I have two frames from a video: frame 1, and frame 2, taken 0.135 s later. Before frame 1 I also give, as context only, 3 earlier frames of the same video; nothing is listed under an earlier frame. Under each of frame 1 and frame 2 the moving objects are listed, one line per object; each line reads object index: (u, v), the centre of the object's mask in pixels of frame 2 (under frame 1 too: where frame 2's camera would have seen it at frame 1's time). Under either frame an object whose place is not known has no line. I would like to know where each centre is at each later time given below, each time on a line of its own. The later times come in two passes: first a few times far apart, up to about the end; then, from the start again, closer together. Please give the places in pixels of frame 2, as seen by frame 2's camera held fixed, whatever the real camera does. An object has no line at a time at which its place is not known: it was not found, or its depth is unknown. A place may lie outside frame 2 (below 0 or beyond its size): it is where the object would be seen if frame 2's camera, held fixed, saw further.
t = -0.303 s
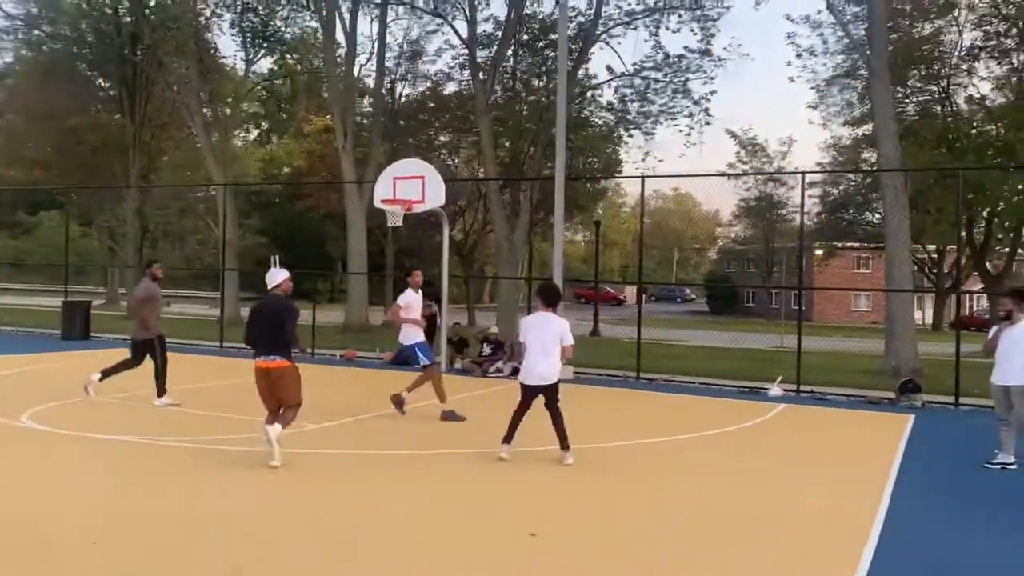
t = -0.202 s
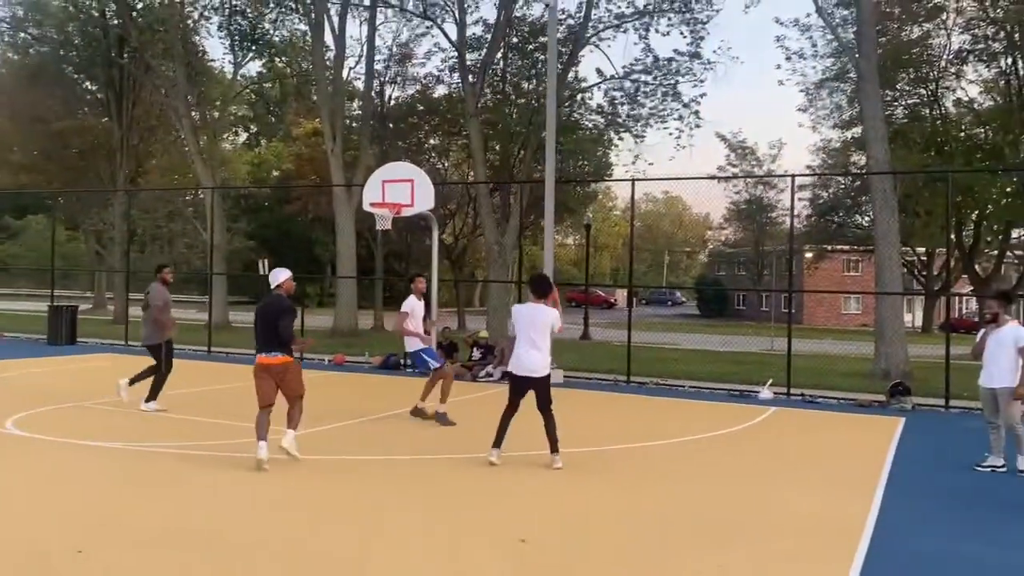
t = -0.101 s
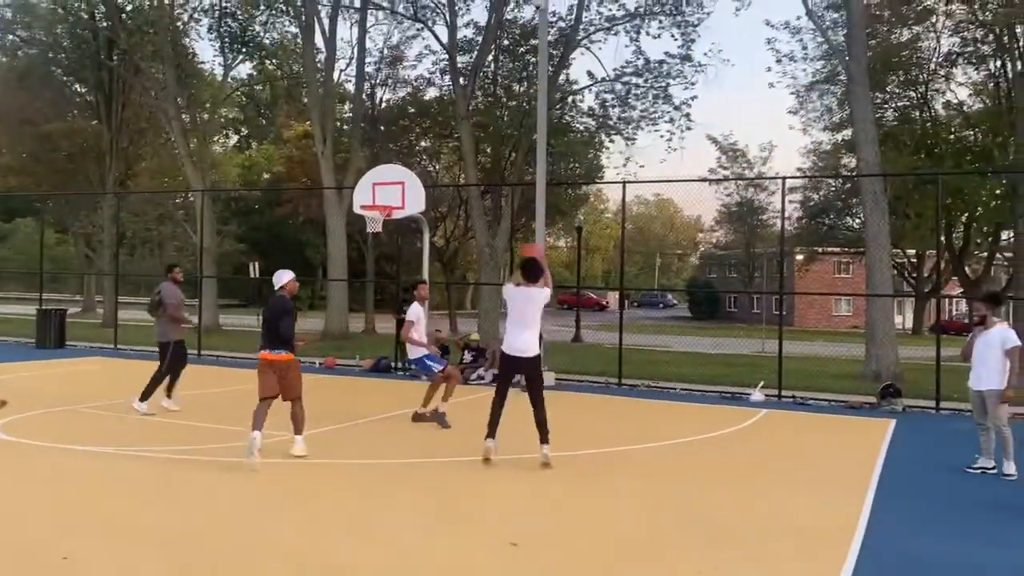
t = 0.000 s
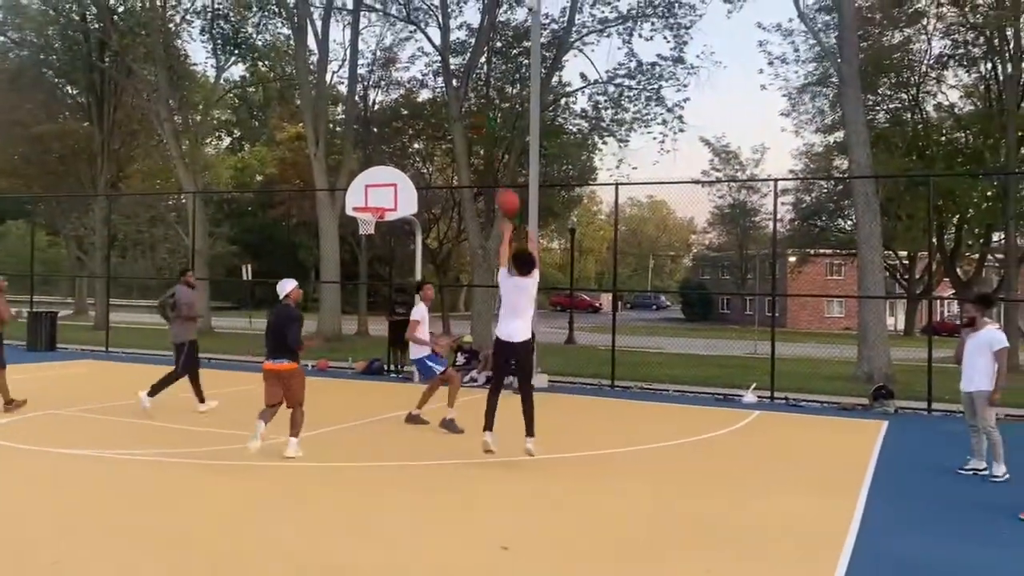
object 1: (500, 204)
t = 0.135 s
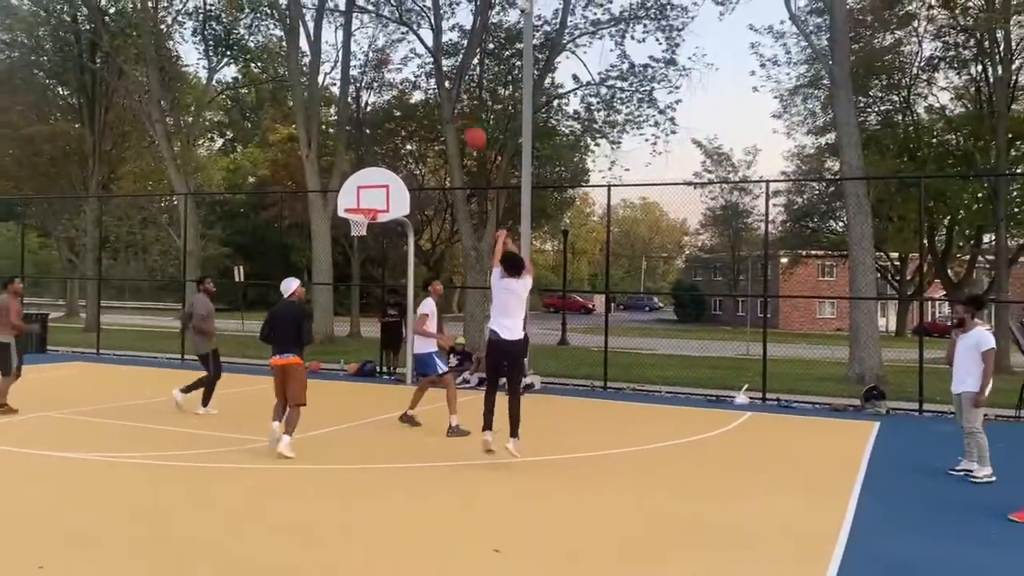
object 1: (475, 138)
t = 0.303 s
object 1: (448, 90)
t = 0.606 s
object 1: (408, 71)
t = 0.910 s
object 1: (375, 117)
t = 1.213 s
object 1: (350, 207)
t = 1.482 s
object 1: (355, 225)
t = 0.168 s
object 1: (469, 126)
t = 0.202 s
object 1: (463, 115)
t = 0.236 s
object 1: (459, 105)
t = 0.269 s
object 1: (453, 97)
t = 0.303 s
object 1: (448, 90)
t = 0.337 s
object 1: (443, 83)
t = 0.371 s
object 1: (438, 78)
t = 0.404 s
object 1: (434, 75)
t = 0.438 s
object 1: (429, 72)
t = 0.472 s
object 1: (424, 70)
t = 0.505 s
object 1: (421, 69)
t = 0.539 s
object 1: (418, 69)
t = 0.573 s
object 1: (414, 70)
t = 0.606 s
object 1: (408, 71)
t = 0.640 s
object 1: (403, 72)
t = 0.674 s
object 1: (398, 77)
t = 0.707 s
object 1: (395, 80)
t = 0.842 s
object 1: (382, 101)
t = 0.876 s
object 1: (380, 108)
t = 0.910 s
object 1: (375, 117)
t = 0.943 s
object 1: (371, 125)
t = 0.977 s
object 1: (368, 133)
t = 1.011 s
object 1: (365, 142)
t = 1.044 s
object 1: (364, 153)
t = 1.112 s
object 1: (358, 173)
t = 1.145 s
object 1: (355, 184)
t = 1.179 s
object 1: (353, 195)
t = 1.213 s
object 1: (350, 207)
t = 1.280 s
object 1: (369, 213)
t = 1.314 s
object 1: (368, 217)
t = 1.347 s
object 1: (367, 218)
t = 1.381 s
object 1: (366, 219)
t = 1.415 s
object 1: (362, 221)
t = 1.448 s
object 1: (359, 225)
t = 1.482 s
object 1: (355, 225)
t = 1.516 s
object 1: (353, 226)
